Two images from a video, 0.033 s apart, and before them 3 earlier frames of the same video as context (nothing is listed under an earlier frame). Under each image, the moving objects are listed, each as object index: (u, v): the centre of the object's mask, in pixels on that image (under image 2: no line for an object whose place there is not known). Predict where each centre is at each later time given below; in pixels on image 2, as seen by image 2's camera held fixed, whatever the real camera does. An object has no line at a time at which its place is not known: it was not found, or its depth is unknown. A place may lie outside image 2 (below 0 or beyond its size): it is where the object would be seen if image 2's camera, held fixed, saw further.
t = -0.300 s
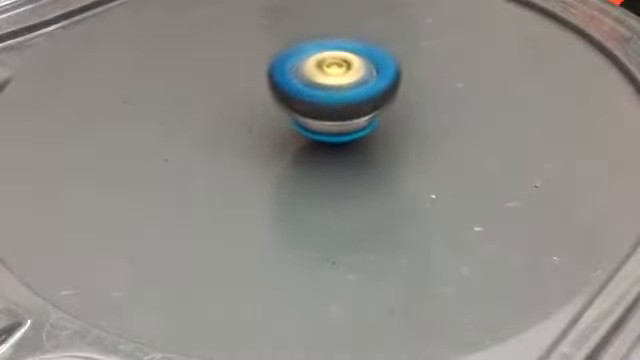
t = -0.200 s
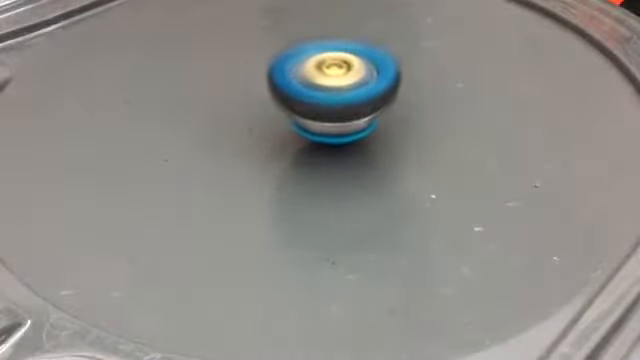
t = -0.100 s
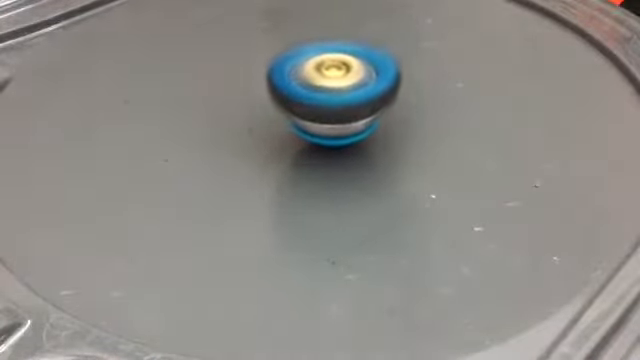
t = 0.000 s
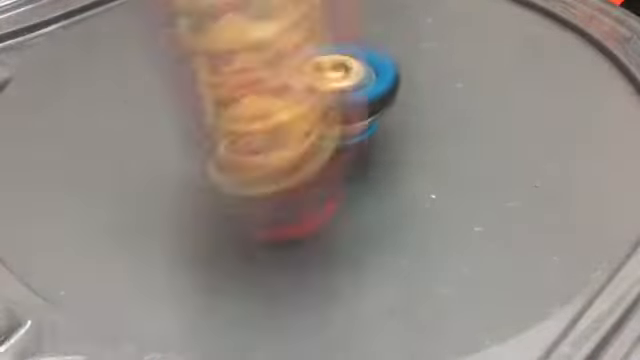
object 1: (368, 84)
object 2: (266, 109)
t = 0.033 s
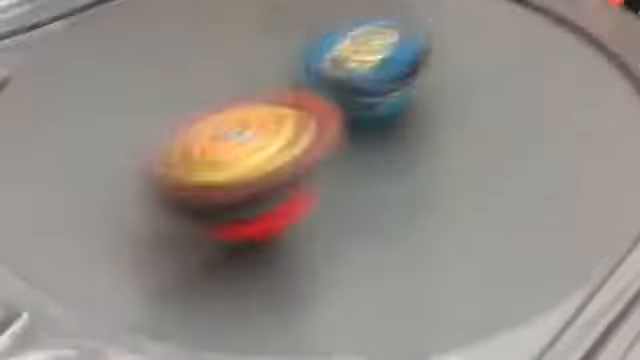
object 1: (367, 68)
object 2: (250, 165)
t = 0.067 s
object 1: (406, 42)
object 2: (197, 184)
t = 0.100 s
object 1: (447, 25)
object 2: (133, 223)
